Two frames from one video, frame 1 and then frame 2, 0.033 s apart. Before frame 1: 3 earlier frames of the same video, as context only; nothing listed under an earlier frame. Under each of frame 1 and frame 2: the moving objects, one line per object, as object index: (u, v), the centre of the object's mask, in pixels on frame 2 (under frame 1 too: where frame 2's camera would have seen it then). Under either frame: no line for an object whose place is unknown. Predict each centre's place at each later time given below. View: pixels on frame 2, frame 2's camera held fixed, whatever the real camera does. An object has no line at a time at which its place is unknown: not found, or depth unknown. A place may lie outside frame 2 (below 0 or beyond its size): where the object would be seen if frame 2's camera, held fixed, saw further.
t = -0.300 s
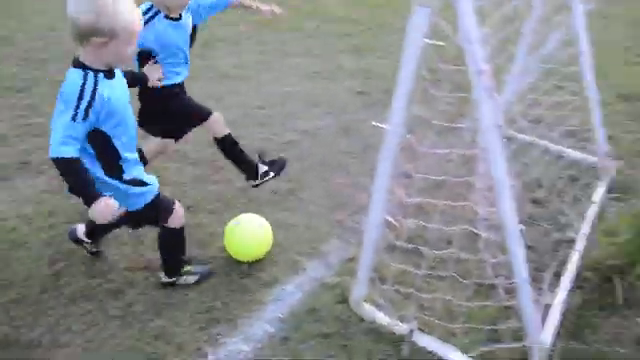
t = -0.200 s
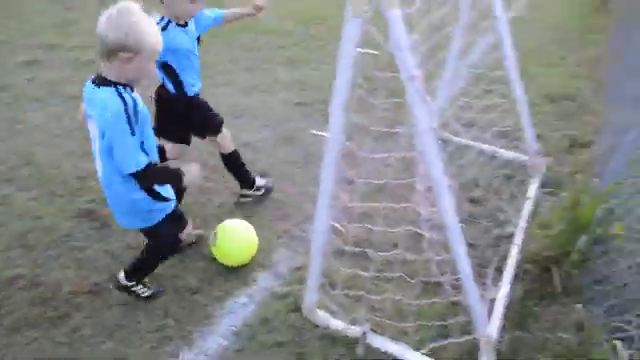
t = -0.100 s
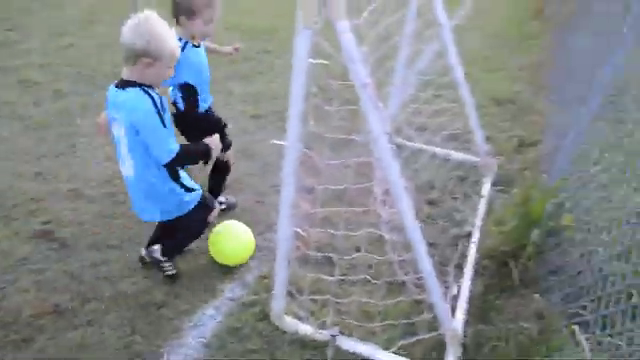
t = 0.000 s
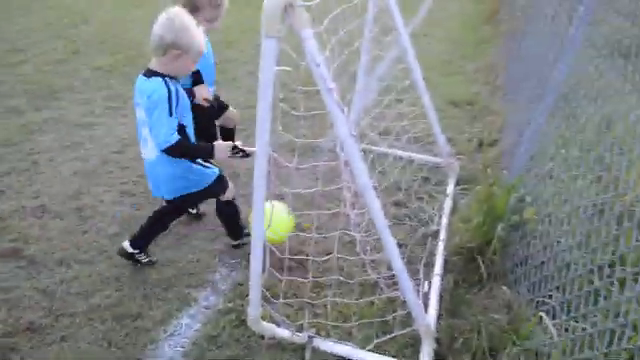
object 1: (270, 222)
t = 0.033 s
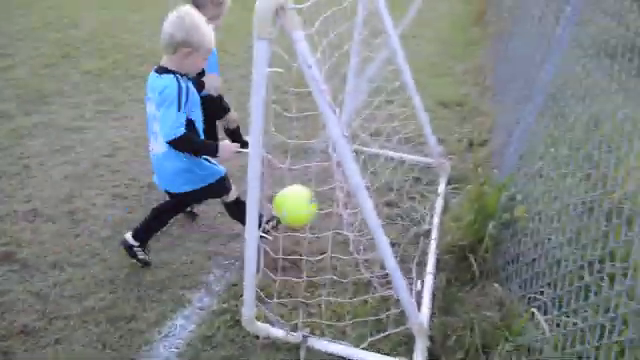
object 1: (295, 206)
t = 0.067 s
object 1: (322, 190)
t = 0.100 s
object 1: (347, 178)
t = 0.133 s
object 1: (376, 165)
